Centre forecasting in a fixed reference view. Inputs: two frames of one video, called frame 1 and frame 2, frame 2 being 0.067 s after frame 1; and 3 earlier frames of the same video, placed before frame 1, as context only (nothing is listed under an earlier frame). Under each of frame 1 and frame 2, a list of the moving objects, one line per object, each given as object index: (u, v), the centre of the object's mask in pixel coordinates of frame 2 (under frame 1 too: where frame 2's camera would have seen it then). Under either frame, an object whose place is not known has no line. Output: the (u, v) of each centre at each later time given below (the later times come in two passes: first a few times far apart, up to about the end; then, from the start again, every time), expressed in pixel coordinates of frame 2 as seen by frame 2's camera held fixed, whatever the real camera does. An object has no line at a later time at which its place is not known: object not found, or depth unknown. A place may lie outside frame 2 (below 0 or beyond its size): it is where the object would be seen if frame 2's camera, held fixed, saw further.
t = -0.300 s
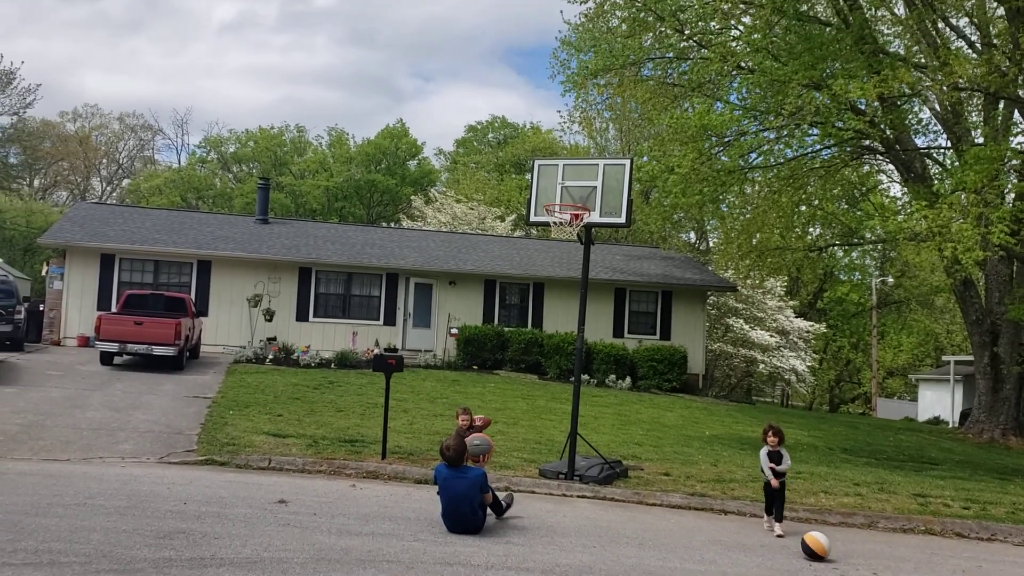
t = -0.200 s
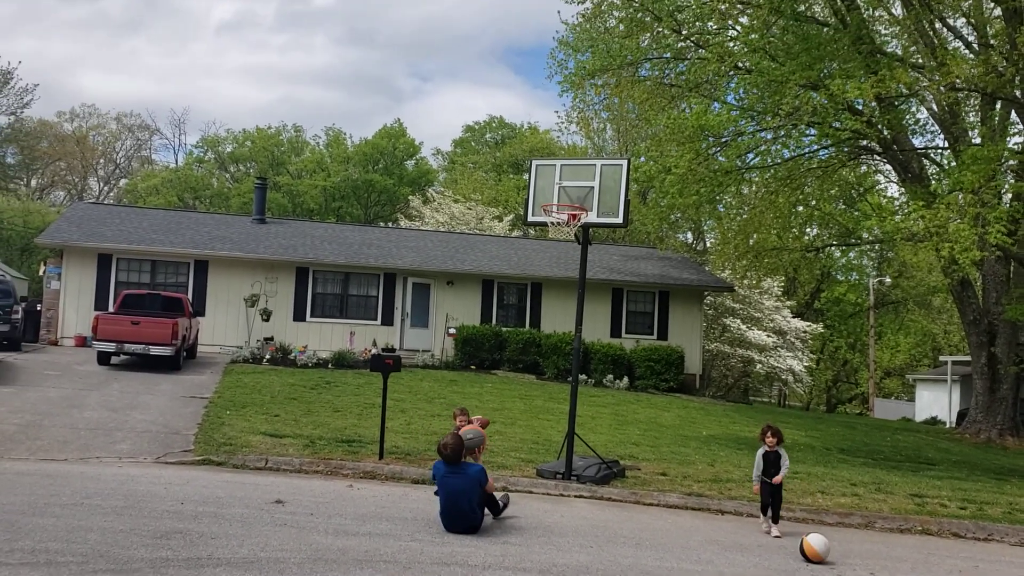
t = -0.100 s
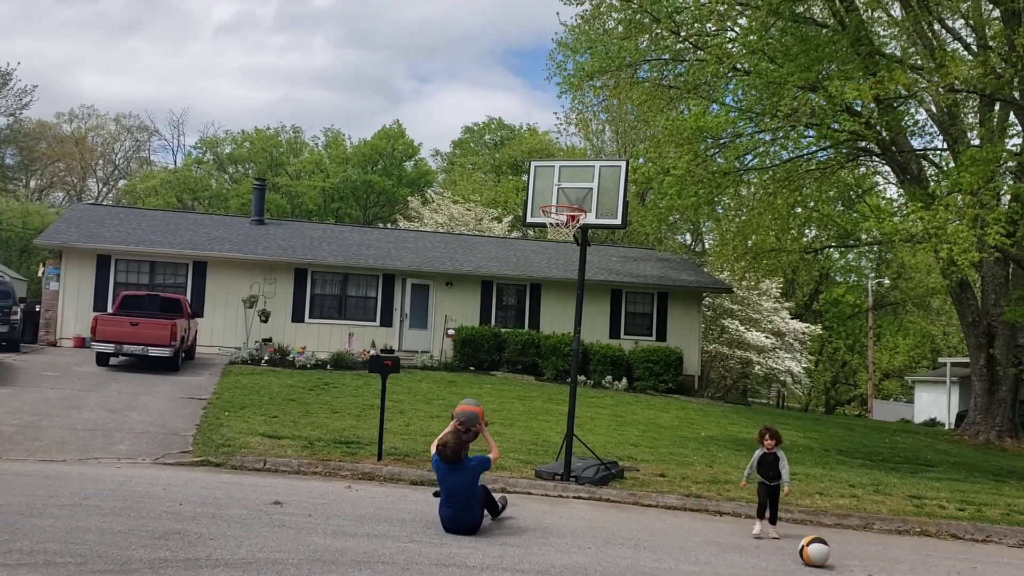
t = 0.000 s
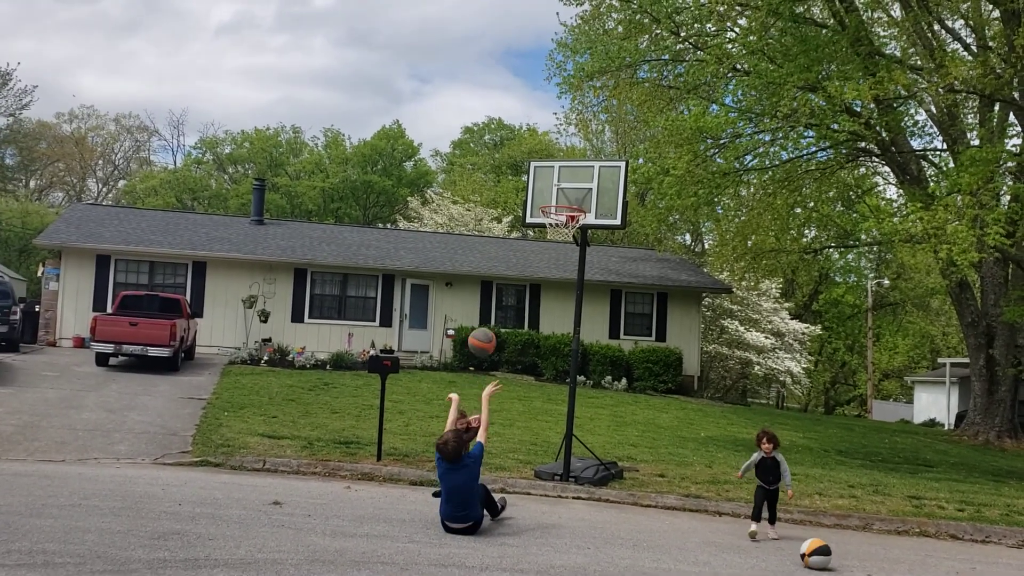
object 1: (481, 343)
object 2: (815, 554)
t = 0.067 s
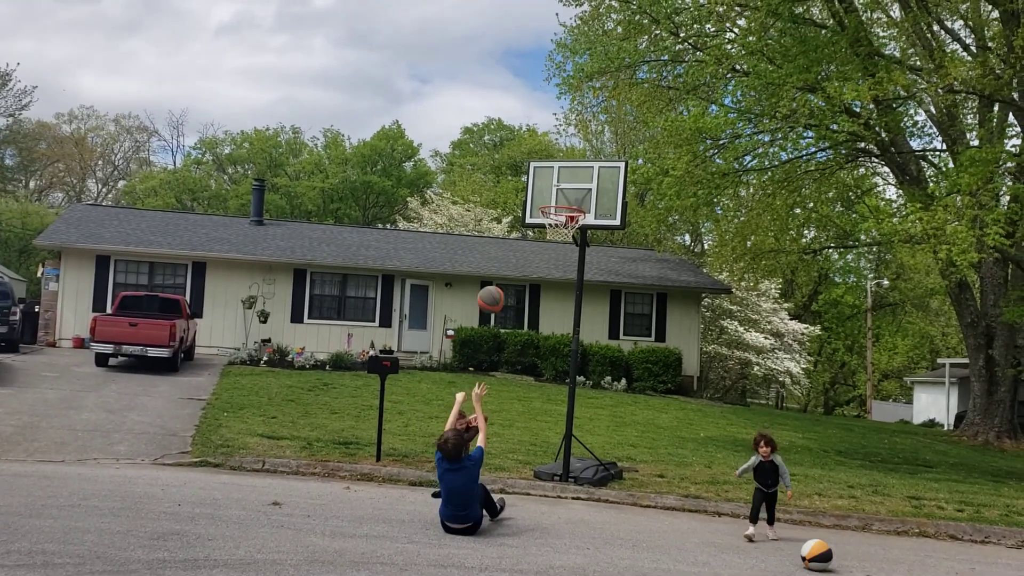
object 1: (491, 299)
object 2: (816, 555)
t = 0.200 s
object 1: (508, 234)
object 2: (820, 557)
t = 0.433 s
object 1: (534, 173)
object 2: (826, 560)
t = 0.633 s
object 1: (553, 168)
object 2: (830, 562)
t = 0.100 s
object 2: (817, 556)
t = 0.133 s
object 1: (499, 264)
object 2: (818, 556)
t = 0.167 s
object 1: (504, 248)
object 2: (819, 557)
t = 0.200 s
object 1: (508, 234)
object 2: (820, 557)
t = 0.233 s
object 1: (511, 221)
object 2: (821, 558)
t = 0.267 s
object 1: (516, 210)
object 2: (822, 558)
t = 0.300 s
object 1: (520, 200)
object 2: (823, 559)
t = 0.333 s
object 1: (524, 192)
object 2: (823, 559)
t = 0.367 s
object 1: (527, 184)
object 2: (824, 560)
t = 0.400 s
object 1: (531, 178)
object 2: (825, 560)
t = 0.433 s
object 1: (534, 173)
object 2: (826, 560)
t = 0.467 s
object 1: (538, 170)
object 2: (827, 561)
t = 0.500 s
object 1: (541, 167)
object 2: (827, 561)
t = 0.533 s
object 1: (544, 166)
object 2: (828, 561)
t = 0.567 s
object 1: (548, 165)
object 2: (829, 561)
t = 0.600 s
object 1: (551, 166)
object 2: (829, 561)
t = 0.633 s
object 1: (553, 168)
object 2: (830, 562)
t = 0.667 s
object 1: (556, 170)
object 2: (830, 561)
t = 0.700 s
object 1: (559, 174)
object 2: (831, 561)
